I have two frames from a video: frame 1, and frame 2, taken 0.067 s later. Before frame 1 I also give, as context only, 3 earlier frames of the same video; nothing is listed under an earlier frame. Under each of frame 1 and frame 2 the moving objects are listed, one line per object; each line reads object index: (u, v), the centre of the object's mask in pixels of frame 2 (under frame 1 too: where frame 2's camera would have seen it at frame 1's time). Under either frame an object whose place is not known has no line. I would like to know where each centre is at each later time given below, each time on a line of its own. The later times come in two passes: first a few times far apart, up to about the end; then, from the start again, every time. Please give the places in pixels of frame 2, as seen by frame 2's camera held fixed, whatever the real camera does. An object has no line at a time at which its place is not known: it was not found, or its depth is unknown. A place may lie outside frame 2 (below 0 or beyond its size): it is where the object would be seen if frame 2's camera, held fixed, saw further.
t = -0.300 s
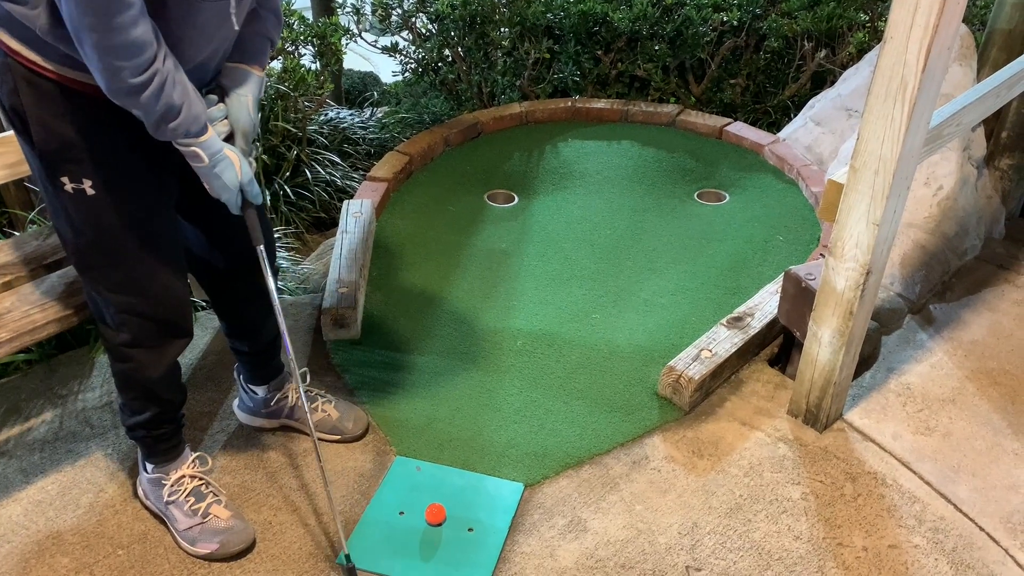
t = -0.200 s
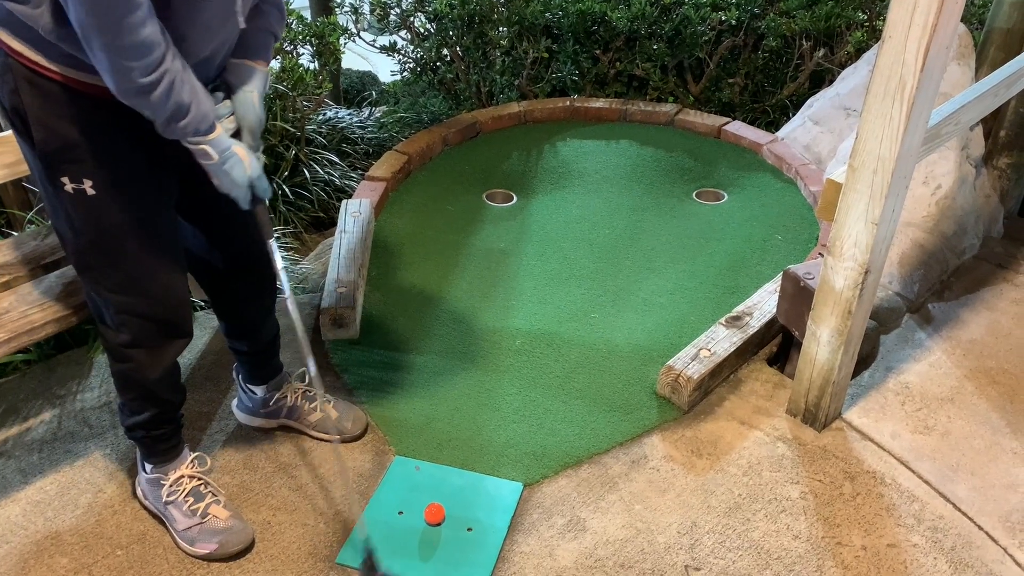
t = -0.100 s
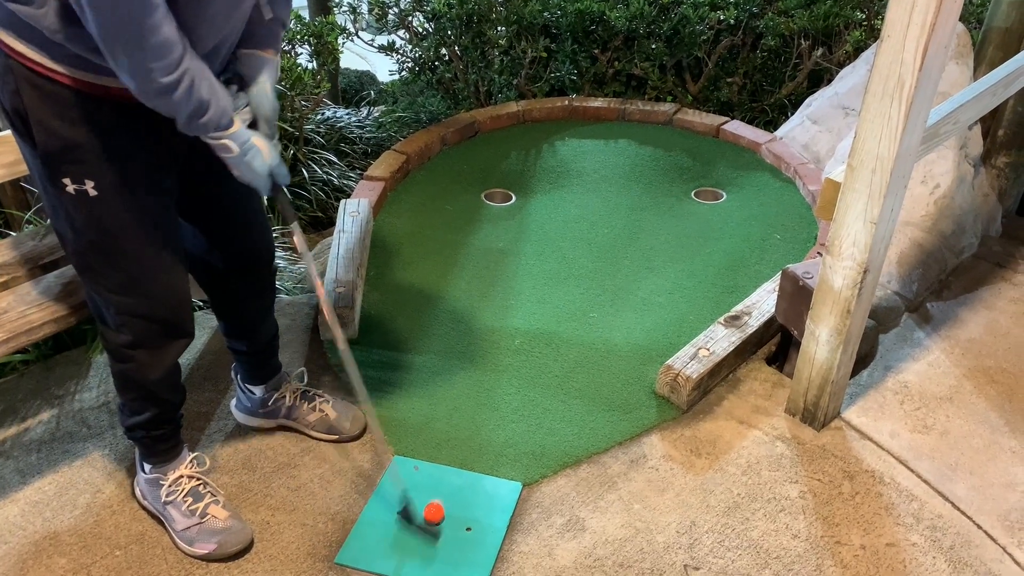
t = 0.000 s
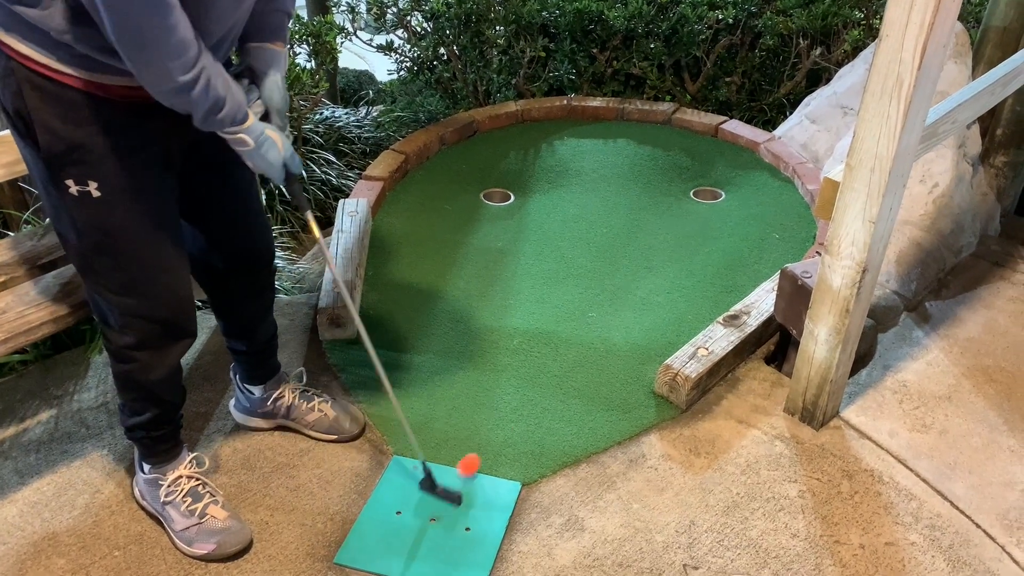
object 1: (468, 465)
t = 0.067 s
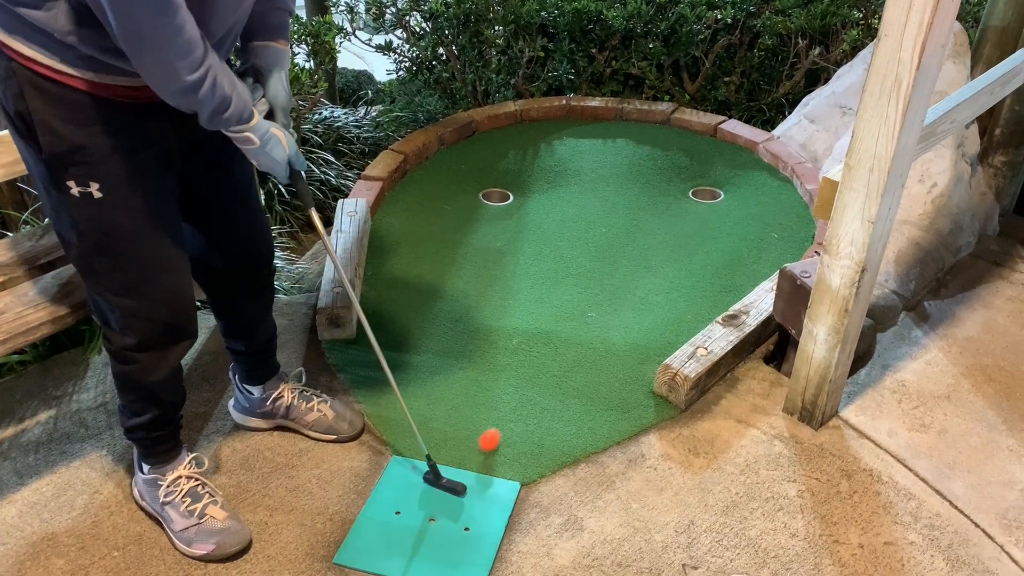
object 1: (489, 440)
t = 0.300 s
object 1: (552, 367)
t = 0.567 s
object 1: (608, 304)
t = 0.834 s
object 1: (656, 250)
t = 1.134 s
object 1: (698, 202)
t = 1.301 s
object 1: (703, 195)
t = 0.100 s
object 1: (500, 430)
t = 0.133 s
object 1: (509, 419)
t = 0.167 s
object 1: (518, 408)
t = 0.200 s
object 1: (528, 396)
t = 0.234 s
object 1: (536, 387)
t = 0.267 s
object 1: (544, 376)
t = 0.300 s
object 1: (552, 367)
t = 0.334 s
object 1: (560, 358)
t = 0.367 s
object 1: (567, 349)
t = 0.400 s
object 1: (575, 341)
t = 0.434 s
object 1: (581, 333)
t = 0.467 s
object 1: (588, 325)
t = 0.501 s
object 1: (595, 318)
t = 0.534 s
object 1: (601, 311)
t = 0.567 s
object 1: (608, 304)
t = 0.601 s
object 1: (614, 298)
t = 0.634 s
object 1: (620, 290)
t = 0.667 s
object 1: (626, 283)
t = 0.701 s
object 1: (632, 276)
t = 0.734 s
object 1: (639, 270)
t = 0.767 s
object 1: (644, 263)
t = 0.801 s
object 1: (650, 257)
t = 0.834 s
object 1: (656, 250)
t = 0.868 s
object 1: (661, 244)
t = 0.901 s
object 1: (666, 238)
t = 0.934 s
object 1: (671, 232)
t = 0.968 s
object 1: (676, 227)
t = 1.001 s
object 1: (680, 222)
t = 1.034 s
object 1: (685, 217)
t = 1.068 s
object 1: (689, 212)
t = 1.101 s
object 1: (693, 208)
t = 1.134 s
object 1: (698, 202)
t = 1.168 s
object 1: (701, 199)
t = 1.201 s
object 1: (704, 194)
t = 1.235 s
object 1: (708, 192)
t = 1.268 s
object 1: (707, 193)
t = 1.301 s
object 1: (703, 195)
